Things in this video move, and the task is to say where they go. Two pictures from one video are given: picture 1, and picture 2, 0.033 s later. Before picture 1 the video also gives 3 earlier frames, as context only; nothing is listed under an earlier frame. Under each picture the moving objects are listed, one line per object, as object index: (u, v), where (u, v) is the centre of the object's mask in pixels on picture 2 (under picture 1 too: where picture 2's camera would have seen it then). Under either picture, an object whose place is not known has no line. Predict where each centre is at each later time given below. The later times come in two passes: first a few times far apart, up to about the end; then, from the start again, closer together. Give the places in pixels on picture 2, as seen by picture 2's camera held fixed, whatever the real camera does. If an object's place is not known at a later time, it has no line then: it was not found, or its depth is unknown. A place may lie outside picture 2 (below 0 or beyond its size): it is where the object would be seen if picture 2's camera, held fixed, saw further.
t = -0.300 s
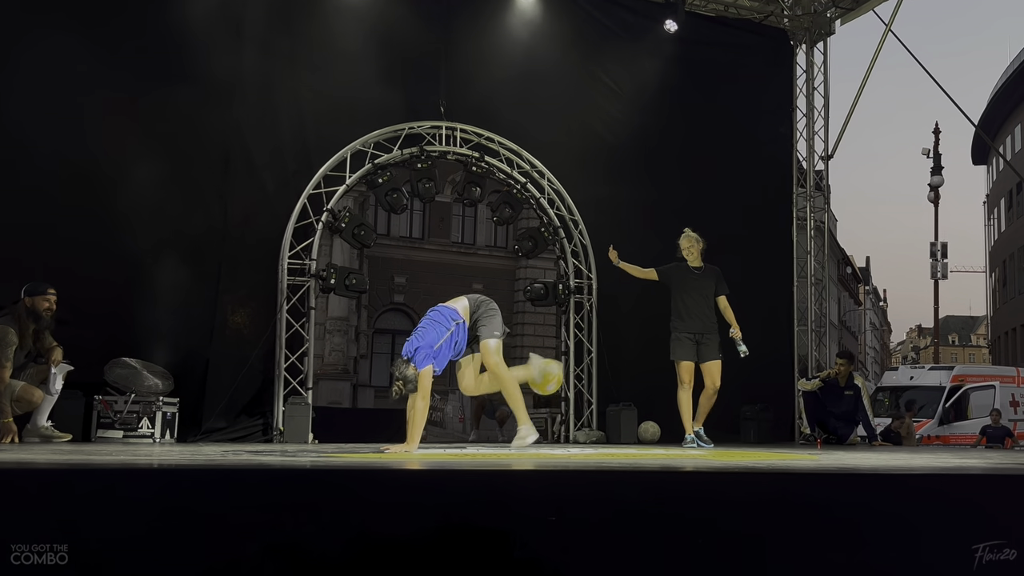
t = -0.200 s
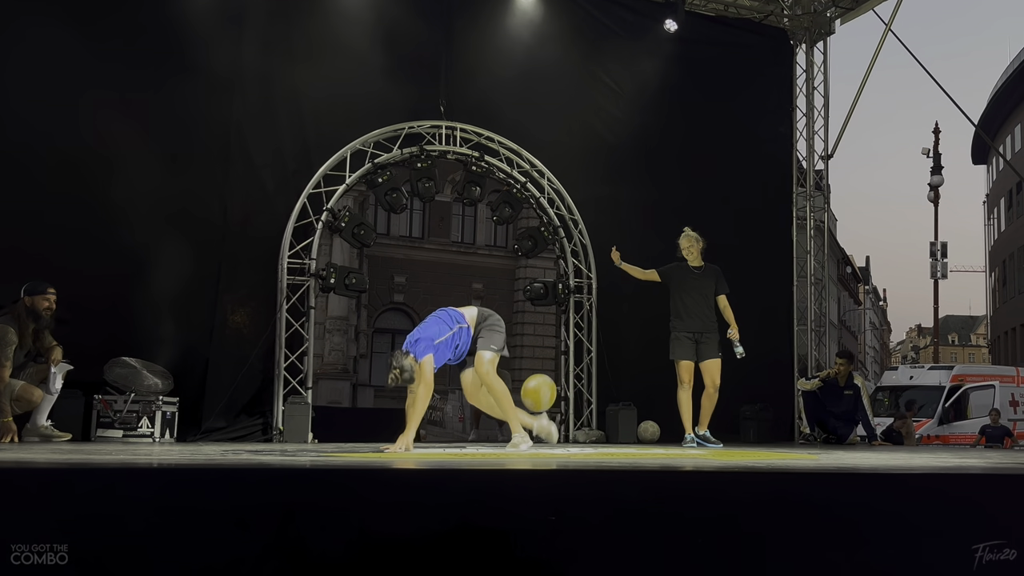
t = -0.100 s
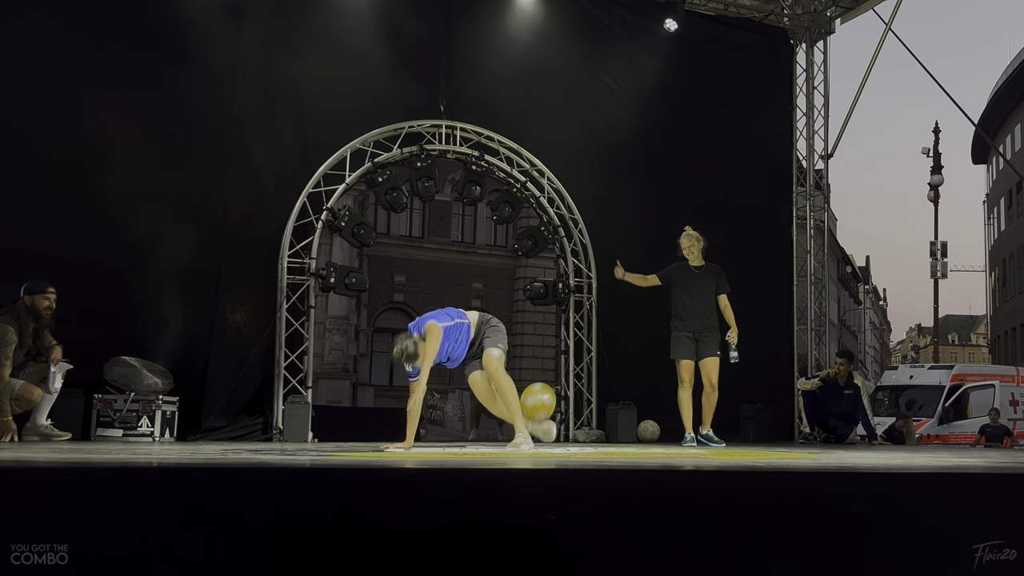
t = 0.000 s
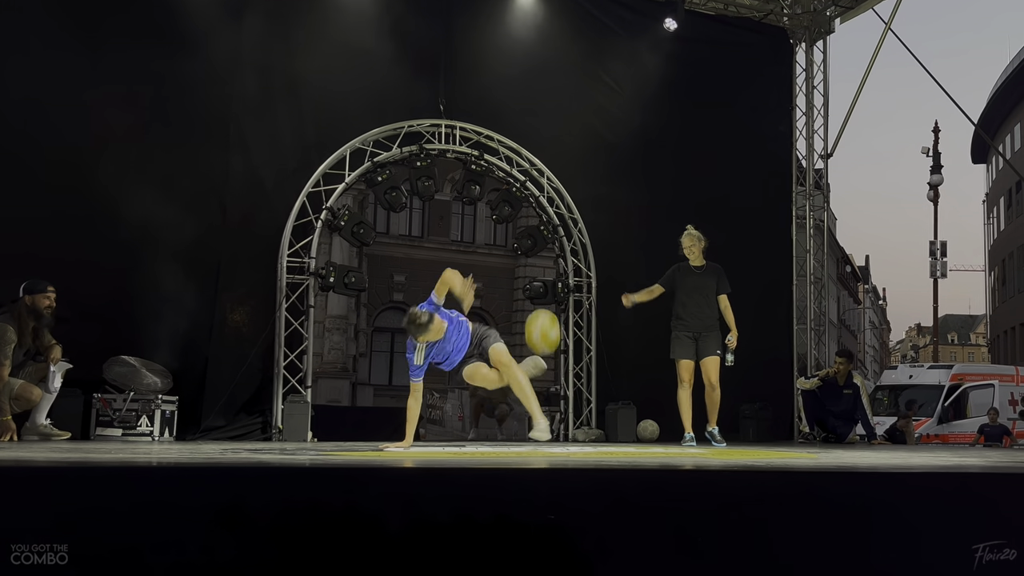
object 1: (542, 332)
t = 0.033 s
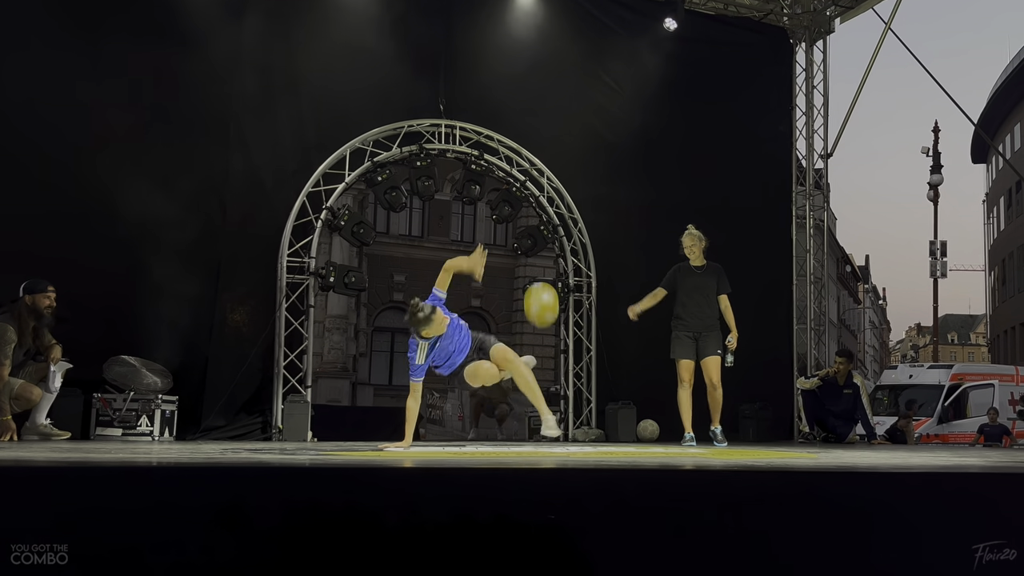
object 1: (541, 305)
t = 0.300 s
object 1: (530, 151)
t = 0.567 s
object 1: (516, 107)
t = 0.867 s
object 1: (497, 184)
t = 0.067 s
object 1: (540, 279)
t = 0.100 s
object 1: (539, 256)
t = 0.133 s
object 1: (537, 234)
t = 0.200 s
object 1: (535, 196)
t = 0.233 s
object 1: (533, 179)
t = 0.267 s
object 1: (532, 164)
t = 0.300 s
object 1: (530, 151)
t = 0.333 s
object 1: (529, 140)
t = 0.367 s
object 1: (527, 130)
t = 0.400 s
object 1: (525, 122)
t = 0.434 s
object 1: (523, 116)
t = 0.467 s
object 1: (522, 111)
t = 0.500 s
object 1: (520, 108)
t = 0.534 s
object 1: (518, 107)
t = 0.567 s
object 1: (516, 107)
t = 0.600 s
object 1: (514, 109)
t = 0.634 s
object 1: (512, 112)
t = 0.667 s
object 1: (510, 118)
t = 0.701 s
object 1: (508, 124)
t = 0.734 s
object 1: (506, 132)
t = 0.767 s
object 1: (504, 142)
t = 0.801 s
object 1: (502, 154)
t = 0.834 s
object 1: (499, 169)
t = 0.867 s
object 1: (497, 184)
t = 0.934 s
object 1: (492, 219)
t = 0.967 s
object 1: (489, 240)
